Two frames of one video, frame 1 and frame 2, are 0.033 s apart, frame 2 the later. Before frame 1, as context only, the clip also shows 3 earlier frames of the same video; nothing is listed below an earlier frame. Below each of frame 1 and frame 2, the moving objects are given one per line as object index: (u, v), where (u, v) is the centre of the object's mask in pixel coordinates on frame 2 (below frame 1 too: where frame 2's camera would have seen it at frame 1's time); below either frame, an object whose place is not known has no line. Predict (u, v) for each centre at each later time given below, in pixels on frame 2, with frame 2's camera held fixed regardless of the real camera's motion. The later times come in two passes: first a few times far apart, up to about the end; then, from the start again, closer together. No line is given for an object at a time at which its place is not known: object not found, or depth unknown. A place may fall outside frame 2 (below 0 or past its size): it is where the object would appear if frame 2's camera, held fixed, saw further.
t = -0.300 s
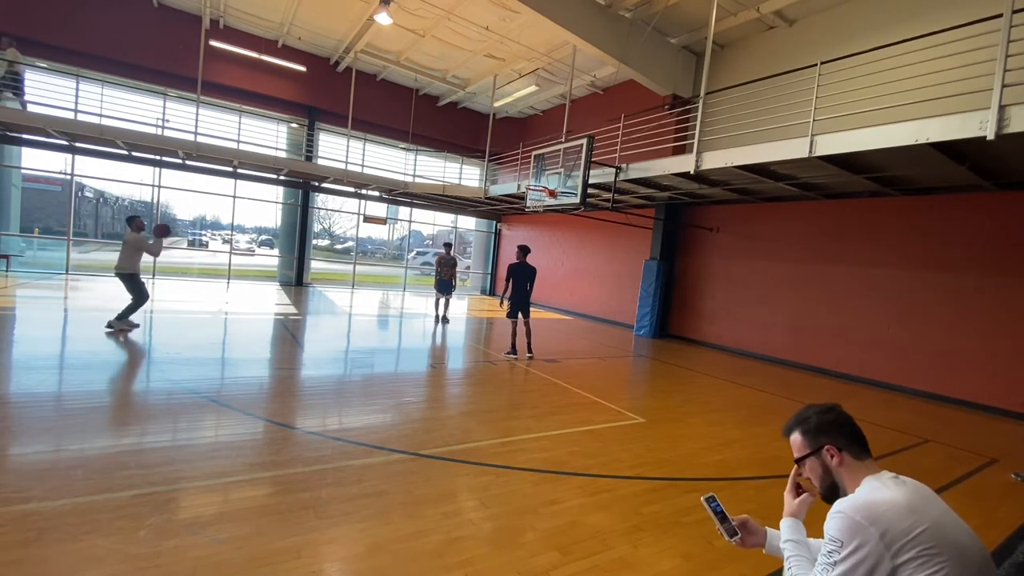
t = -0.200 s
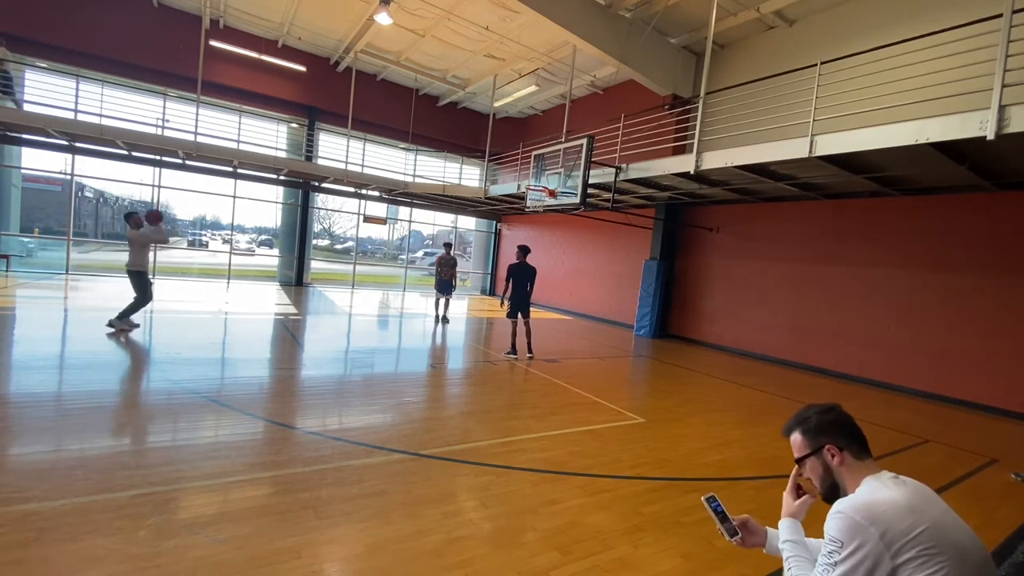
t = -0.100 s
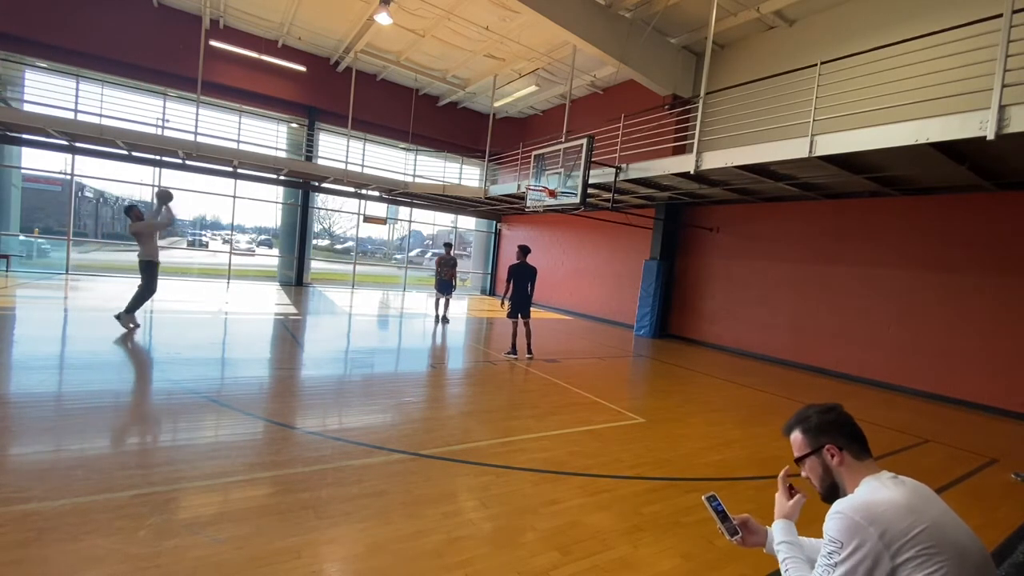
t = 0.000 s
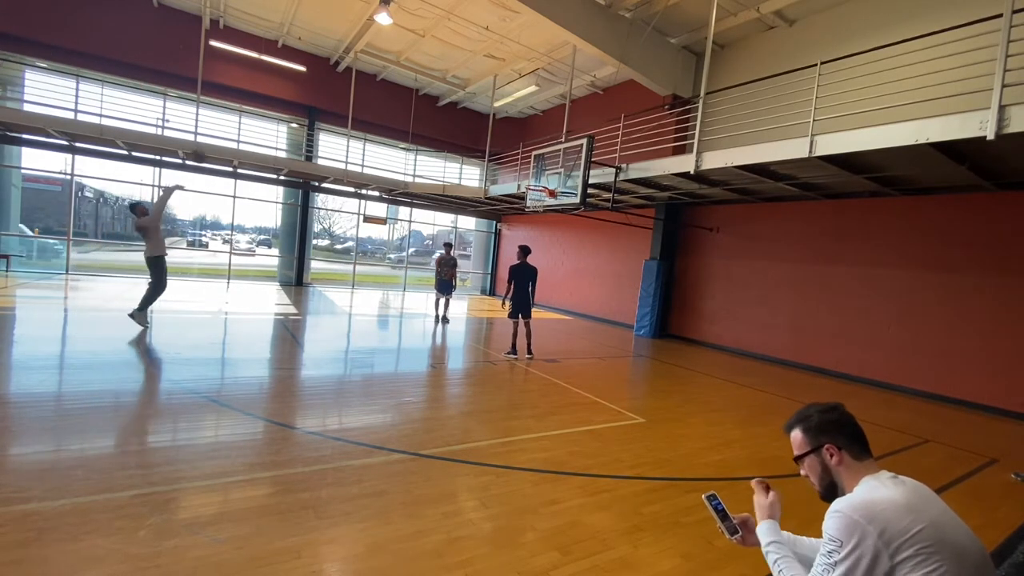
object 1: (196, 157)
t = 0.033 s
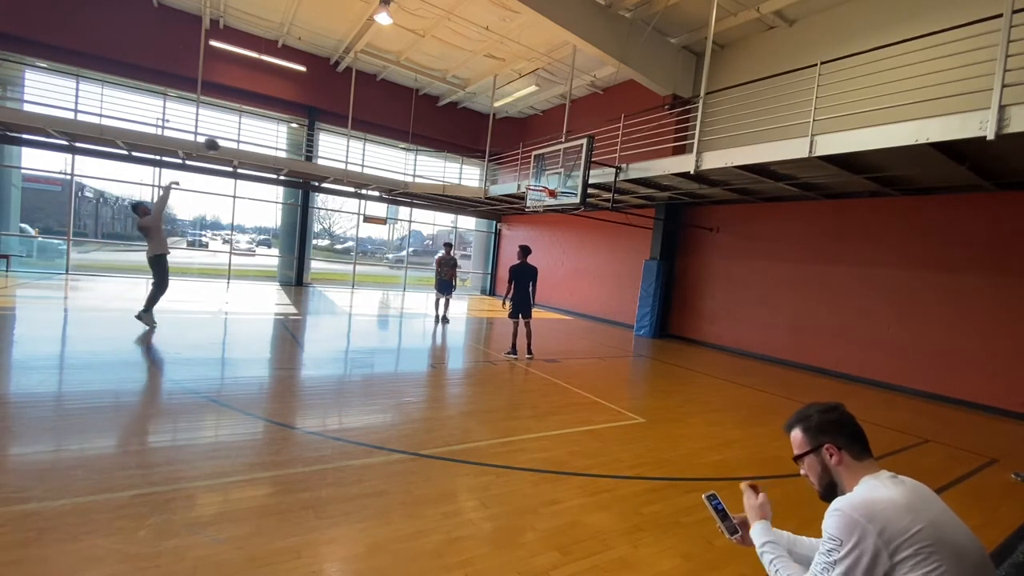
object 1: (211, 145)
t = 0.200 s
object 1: (273, 100)
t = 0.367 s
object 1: (328, 70)
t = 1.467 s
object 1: (526, 177)
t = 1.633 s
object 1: (510, 174)
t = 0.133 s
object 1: (249, 113)
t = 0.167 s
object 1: (261, 104)
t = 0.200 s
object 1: (273, 100)
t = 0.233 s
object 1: (285, 92)
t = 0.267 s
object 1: (296, 85)
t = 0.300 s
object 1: (307, 79)
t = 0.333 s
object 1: (317, 74)
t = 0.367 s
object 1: (328, 70)
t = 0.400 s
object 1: (338, 67)
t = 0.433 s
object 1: (349, 64)
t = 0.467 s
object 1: (360, 61)
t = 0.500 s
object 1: (369, 60)
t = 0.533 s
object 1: (378, 60)
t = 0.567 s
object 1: (388, 60)
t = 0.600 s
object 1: (396, 60)
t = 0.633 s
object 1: (405, 62)
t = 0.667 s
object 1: (415, 64)
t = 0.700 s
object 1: (423, 66)
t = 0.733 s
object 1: (431, 69)
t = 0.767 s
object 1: (439, 73)
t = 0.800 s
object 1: (448, 77)
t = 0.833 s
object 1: (455, 82)
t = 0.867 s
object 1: (463, 87)
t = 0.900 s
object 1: (470, 93)
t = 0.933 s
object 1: (477, 100)
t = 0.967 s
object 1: (484, 107)
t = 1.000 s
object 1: (492, 114)
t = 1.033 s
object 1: (496, 122)
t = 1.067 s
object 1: (504, 130)
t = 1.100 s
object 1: (510, 138)
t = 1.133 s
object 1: (517, 147)
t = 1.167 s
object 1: (522, 157)
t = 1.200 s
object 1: (529, 167)
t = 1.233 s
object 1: (535, 177)
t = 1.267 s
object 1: (539, 183)
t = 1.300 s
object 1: (541, 186)
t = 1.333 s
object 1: (540, 186)
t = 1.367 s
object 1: (535, 185)
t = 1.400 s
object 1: (532, 182)
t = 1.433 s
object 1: (530, 179)
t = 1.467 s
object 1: (526, 177)
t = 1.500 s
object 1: (523, 176)
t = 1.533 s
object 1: (520, 174)
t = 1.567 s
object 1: (517, 174)
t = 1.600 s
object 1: (514, 173)
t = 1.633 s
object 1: (510, 174)
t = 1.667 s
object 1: (507, 174)
